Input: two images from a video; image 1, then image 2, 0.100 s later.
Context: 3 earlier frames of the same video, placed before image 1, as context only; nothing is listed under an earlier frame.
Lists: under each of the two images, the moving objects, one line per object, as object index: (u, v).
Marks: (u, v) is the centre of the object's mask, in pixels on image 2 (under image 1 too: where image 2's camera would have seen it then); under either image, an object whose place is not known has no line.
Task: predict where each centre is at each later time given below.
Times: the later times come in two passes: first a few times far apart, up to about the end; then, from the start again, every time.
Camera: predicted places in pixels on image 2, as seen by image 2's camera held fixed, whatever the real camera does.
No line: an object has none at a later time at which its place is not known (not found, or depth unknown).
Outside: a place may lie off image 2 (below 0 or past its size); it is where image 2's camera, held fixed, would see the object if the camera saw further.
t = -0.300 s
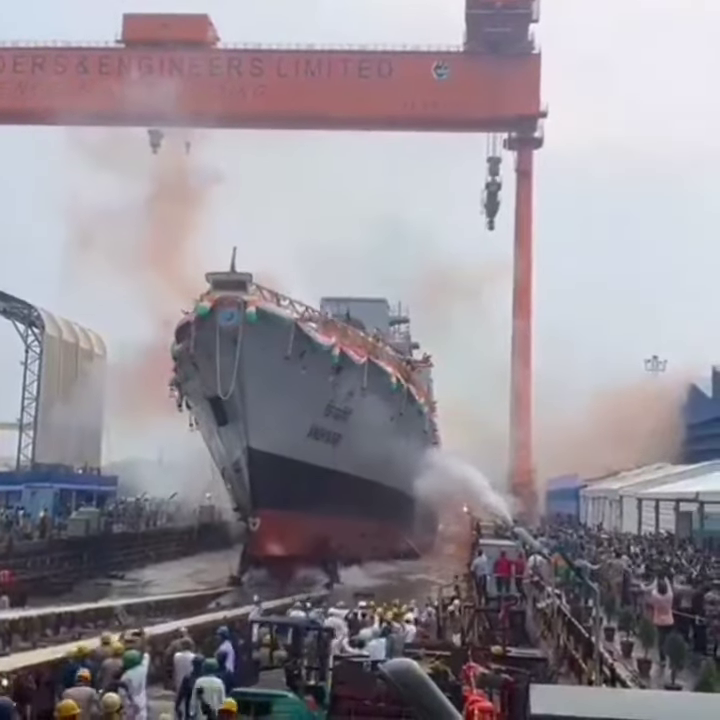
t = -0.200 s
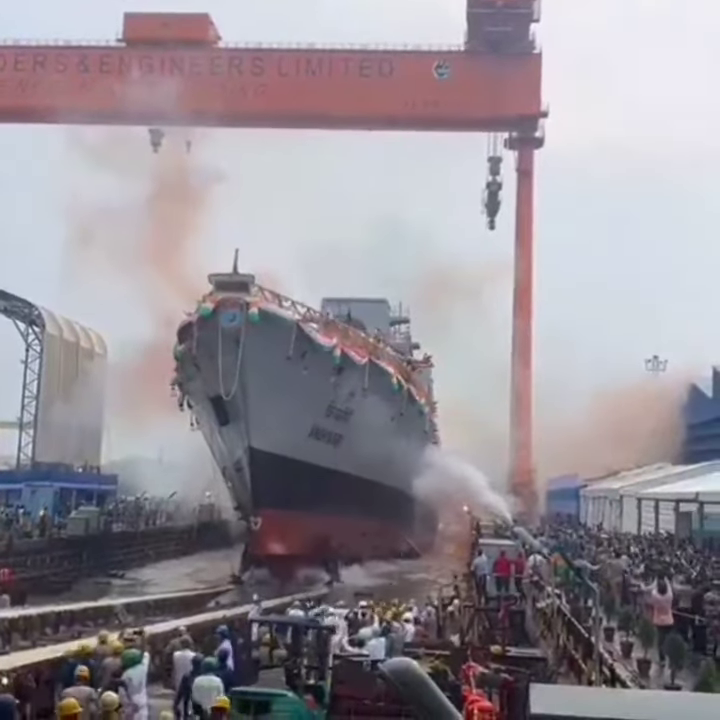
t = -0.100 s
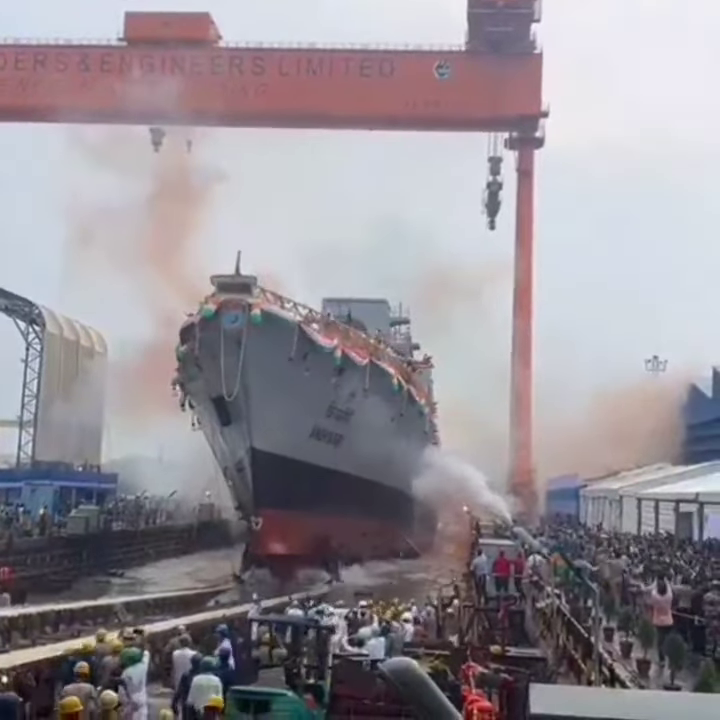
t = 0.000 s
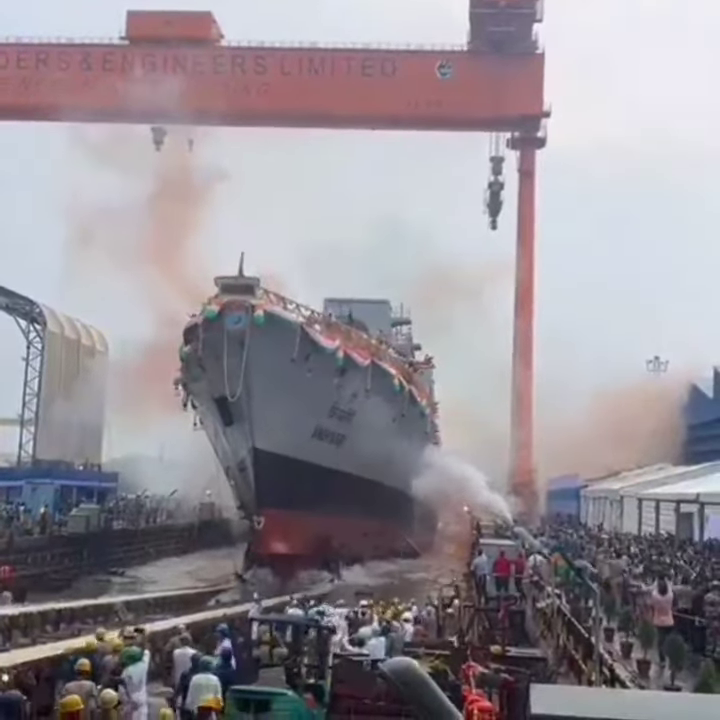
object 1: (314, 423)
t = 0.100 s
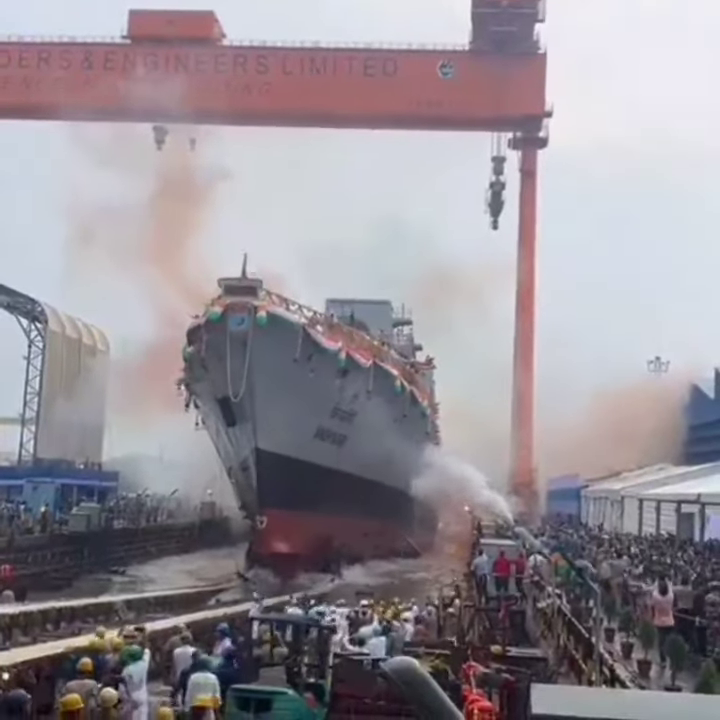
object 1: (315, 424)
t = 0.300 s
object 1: (316, 426)
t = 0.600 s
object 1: (319, 428)
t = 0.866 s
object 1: (321, 429)
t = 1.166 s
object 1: (322, 432)
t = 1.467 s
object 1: (324, 433)
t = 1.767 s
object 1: (326, 435)
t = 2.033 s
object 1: (327, 437)
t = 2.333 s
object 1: (329, 438)
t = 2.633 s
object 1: (331, 440)
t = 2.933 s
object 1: (333, 441)
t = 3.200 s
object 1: (332, 441)
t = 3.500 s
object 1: (333, 441)
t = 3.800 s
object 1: (335, 443)
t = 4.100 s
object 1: (342, 447)
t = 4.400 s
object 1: (344, 448)
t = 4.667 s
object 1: (345, 449)
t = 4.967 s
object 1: (348, 451)
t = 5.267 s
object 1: (349, 452)
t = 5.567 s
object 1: (350, 453)
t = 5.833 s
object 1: (351, 455)
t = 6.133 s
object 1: (352, 455)
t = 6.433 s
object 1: (353, 456)
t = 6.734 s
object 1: (354, 457)
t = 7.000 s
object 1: (355, 458)
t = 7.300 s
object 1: (355, 458)
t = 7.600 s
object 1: (355, 458)
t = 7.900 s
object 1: (356, 459)
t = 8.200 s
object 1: (357, 459)
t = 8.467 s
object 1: (357, 459)
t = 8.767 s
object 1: (358, 460)
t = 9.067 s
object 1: (359, 460)
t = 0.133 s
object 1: (315, 425)
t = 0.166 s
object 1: (315, 425)
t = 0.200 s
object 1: (315, 425)
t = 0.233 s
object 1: (315, 426)
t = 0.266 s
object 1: (316, 426)
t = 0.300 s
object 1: (316, 426)
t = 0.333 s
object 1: (316, 426)
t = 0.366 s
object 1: (316, 426)
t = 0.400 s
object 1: (317, 427)
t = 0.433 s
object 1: (317, 426)
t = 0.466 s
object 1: (318, 427)
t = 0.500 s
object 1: (318, 427)
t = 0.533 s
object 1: (318, 427)
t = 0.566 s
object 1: (318, 428)
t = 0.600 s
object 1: (319, 428)
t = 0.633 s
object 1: (319, 428)
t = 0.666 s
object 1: (319, 428)
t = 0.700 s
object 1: (319, 429)
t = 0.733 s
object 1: (319, 429)
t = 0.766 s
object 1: (320, 429)
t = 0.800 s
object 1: (320, 429)
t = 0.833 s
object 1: (320, 429)
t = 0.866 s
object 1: (321, 429)
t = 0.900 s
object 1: (321, 430)
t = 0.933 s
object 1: (321, 430)
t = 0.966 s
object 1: (321, 430)
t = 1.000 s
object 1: (322, 430)
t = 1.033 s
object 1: (322, 431)
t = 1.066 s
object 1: (322, 431)
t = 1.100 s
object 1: (322, 431)
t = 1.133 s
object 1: (322, 431)
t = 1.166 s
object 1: (322, 432)
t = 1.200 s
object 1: (322, 432)
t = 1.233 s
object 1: (323, 432)
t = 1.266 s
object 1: (323, 432)
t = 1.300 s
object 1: (323, 432)
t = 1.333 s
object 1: (323, 432)
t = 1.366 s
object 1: (324, 433)
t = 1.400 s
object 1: (324, 433)
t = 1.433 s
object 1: (324, 433)
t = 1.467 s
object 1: (324, 433)
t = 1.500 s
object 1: (324, 434)
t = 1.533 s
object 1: (325, 434)
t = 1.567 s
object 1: (325, 434)
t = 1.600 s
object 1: (325, 434)
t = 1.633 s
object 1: (325, 434)
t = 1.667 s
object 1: (325, 435)
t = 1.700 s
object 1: (325, 435)
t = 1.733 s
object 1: (326, 435)
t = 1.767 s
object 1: (326, 435)
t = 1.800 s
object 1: (326, 435)
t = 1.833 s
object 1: (326, 436)
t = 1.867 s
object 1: (326, 436)
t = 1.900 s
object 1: (326, 436)
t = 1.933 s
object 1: (327, 436)
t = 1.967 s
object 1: (327, 436)
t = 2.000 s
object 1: (327, 436)
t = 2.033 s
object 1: (327, 437)
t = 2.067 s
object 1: (328, 437)
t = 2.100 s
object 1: (328, 437)
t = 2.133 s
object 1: (328, 437)
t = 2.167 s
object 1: (328, 437)
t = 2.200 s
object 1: (328, 438)
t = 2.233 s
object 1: (329, 438)
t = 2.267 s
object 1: (329, 438)
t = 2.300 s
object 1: (329, 438)
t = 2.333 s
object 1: (329, 438)
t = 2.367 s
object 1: (329, 438)
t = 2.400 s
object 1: (329, 438)
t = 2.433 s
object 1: (330, 439)
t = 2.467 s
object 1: (330, 439)
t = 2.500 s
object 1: (330, 439)
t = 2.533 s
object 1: (330, 439)
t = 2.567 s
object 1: (331, 439)
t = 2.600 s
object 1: (331, 440)
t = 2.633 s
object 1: (331, 440)
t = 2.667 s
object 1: (331, 440)
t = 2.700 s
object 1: (331, 440)
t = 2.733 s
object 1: (331, 440)
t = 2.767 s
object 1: (332, 440)
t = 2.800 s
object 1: (332, 440)
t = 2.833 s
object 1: (332, 441)
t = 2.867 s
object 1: (333, 441)
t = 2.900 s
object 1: (333, 441)
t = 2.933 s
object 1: (333, 441)
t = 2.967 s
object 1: (331, 441)
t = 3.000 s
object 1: (332, 441)
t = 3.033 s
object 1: (332, 440)
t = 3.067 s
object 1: (332, 440)
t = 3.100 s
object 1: (332, 440)
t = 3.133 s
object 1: (332, 440)
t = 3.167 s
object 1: (332, 441)
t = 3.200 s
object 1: (332, 441)
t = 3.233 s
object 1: (332, 441)
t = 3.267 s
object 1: (332, 441)
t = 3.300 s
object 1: (332, 441)
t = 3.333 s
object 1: (333, 441)
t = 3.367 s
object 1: (333, 441)
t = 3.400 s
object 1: (333, 441)
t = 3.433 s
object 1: (333, 441)
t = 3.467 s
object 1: (333, 441)
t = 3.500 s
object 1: (333, 441)
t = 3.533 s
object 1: (333, 442)
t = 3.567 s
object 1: (333, 441)
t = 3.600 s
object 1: (333, 441)
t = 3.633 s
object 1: (333, 441)
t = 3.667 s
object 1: (333, 442)
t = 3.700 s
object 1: (334, 442)
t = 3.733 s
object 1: (334, 442)
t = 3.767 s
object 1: (334, 443)
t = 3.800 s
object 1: (335, 443)
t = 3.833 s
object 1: (335, 443)
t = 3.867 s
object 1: (335, 443)
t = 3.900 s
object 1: (335, 444)
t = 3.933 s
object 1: (341, 447)
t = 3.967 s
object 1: (341, 446)
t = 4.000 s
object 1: (341, 447)
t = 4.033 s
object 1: (342, 447)
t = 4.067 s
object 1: (342, 447)
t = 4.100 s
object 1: (342, 447)
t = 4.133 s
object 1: (342, 447)
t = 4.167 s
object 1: (342, 447)
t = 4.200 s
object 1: (342, 447)
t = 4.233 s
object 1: (343, 447)
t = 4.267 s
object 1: (343, 447)
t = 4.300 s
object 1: (343, 448)
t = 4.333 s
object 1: (343, 448)
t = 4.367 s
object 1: (343, 448)
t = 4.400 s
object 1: (344, 448)
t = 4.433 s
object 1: (344, 448)
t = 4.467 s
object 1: (344, 448)
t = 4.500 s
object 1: (344, 448)
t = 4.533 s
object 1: (344, 449)
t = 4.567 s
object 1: (345, 449)
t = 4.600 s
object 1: (345, 449)
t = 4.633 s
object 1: (345, 449)
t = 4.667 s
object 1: (345, 449)
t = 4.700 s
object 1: (346, 449)
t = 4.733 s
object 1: (346, 450)
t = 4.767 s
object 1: (346, 450)
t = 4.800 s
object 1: (346, 450)
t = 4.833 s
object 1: (346, 450)
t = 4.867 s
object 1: (347, 450)
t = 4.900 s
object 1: (347, 451)
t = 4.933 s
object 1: (347, 451)
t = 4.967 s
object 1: (348, 451)
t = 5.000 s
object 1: (348, 451)
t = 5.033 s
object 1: (348, 451)
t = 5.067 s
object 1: (348, 452)
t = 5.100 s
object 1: (348, 452)
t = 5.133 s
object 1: (348, 452)
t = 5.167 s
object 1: (348, 452)
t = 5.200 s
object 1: (349, 452)
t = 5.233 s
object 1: (349, 452)
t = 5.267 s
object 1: (349, 452)
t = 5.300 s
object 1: (349, 452)
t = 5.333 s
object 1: (349, 452)
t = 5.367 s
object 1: (349, 452)
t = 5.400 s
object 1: (349, 453)
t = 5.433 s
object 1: (349, 453)
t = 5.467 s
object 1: (350, 453)
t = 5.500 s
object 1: (350, 453)
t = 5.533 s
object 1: (350, 453)
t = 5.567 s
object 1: (350, 453)
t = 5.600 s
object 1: (350, 453)
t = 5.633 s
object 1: (350, 454)
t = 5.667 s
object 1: (350, 454)
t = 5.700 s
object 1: (351, 454)
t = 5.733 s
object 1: (351, 454)
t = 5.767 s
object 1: (351, 454)
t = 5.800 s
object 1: (351, 455)
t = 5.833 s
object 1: (351, 455)
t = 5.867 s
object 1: (352, 455)
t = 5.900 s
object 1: (352, 455)
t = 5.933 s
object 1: (352, 455)
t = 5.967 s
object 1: (352, 455)
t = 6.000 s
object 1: (352, 455)
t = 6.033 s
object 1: (352, 455)
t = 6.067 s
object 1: (352, 455)
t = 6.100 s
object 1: (353, 456)
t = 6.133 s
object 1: (352, 455)
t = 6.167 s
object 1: (352, 455)
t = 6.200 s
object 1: (353, 456)
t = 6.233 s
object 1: (353, 456)
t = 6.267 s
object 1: (353, 456)
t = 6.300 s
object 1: (353, 456)
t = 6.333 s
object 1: (353, 456)
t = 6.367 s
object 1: (353, 456)
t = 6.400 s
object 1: (353, 456)
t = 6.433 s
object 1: (353, 456)
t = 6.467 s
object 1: (353, 457)
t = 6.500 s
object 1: (353, 457)
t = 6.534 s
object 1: (354, 457)
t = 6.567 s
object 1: (354, 457)
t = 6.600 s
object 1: (354, 457)
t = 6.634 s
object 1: (354, 457)
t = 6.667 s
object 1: (354, 457)
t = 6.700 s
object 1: (354, 457)
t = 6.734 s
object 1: (354, 457)
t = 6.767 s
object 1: (354, 457)
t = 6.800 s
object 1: (354, 457)
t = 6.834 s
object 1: (354, 457)
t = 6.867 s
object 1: (354, 458)
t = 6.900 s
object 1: (354, 458)
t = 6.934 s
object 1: (355, 458)
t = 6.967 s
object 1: (355, 458)
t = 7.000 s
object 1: (355, 458)
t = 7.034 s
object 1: (355, 458)
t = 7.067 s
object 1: (355, 458)
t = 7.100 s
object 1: (355, 458)
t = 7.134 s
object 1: (355, 458)
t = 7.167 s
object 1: (355, 458)
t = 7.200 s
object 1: (355, 458)
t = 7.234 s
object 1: (355, 458)
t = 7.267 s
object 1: (355, 458)
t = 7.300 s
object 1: (355, 458)
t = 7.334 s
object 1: (355, 458)
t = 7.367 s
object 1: (355, 458)
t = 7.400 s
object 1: (355, 458)
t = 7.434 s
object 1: (355, 458)
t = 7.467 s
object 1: (355, 458)
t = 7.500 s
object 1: (355, 458)
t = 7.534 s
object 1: (355, 458)
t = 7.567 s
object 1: (355, 458)
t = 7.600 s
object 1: (355, 458)
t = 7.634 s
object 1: (355, 458)
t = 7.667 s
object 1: (356, 459)
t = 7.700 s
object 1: (356, 459)
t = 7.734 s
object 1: (356, 459)
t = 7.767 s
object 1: (356, 459)
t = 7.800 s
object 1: (356, 459)
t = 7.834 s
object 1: (356, 459)
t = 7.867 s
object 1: (356, 459)
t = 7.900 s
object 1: (356, 459)
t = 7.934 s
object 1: (356, 459)
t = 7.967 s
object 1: (356, 459)
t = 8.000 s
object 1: (356, 459)
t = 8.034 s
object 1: (357, 459)
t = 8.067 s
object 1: (356, 459)
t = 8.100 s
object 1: (356, 459)
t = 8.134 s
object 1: (356, 459)
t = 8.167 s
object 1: (357, 459)
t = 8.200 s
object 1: (357, 459)
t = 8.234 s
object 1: (357, 459)
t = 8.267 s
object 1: (357, 459)
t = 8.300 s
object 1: (358, 460)
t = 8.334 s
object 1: (356, 459)
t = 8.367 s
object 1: (356, 459)
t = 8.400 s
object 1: (356, 459)
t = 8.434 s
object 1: (357, 459)
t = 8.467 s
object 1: (357, 459)
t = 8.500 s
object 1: (357, 459)
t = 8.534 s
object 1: (357, 459)
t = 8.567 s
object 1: (357, 460)
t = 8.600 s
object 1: (357, 460)
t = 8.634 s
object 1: (358, 460)
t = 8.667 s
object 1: (358, 460)
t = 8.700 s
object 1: (358, 460)
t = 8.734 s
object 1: (358, 460)
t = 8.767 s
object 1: (358, 460)
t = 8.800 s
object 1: (358, 460)
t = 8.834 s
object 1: (358, 460)
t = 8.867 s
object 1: (358, 460)
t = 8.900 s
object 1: (358, 460)
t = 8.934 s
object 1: (359, 460)
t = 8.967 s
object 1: (359, 460)
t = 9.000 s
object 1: (359, 460)
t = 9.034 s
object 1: (359, 460)
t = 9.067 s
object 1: (359, 460)
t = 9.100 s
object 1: (359, 461)
